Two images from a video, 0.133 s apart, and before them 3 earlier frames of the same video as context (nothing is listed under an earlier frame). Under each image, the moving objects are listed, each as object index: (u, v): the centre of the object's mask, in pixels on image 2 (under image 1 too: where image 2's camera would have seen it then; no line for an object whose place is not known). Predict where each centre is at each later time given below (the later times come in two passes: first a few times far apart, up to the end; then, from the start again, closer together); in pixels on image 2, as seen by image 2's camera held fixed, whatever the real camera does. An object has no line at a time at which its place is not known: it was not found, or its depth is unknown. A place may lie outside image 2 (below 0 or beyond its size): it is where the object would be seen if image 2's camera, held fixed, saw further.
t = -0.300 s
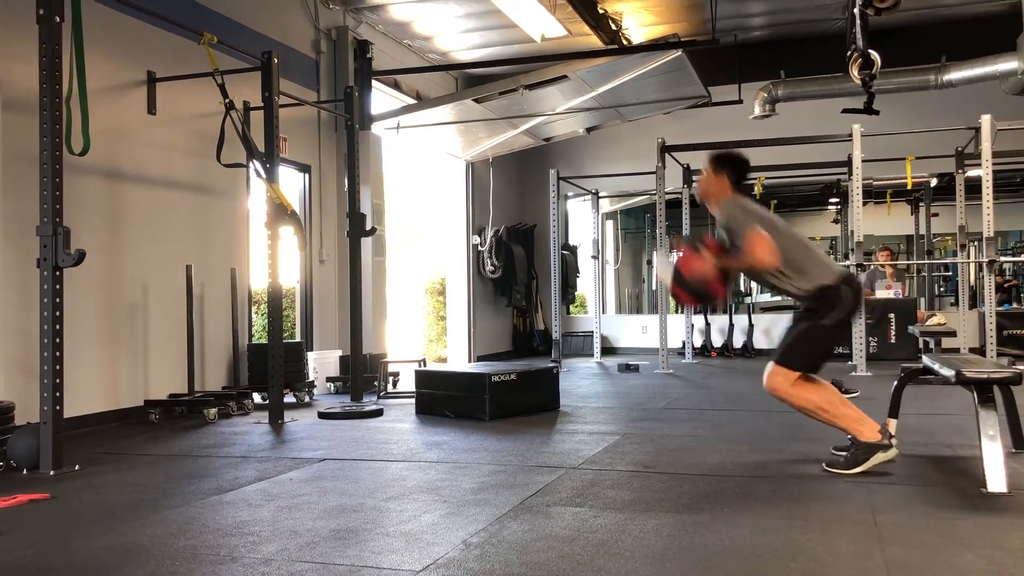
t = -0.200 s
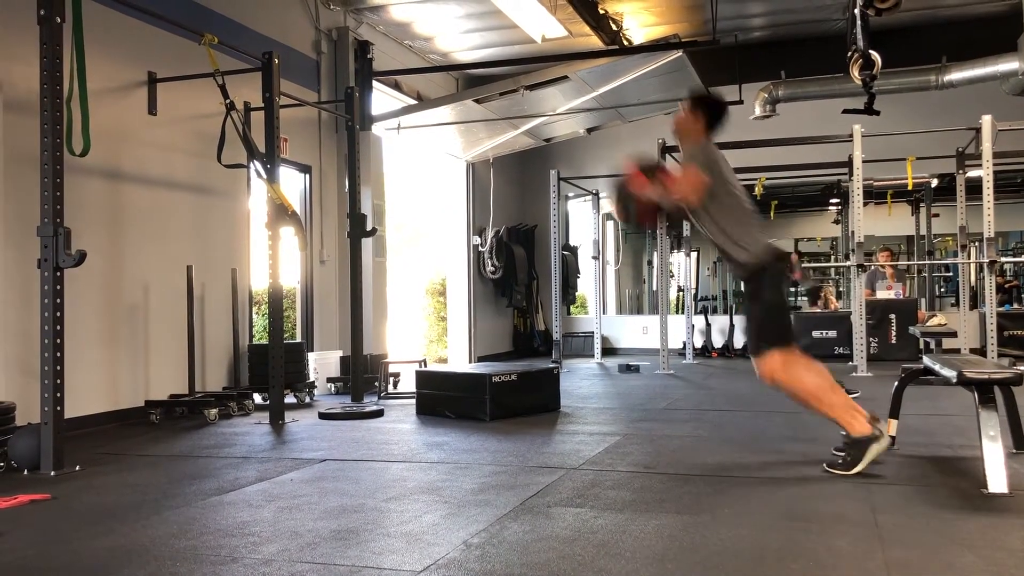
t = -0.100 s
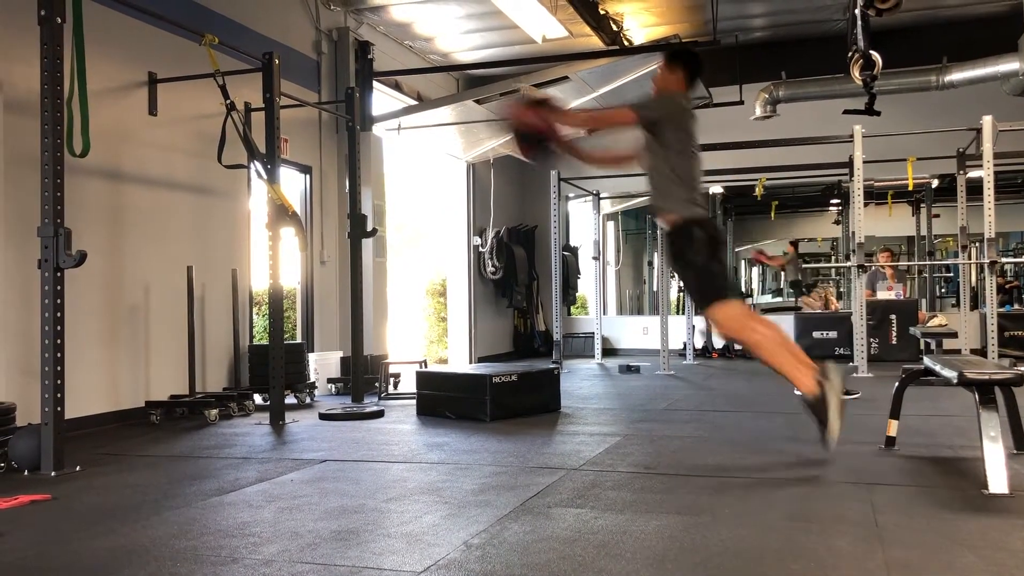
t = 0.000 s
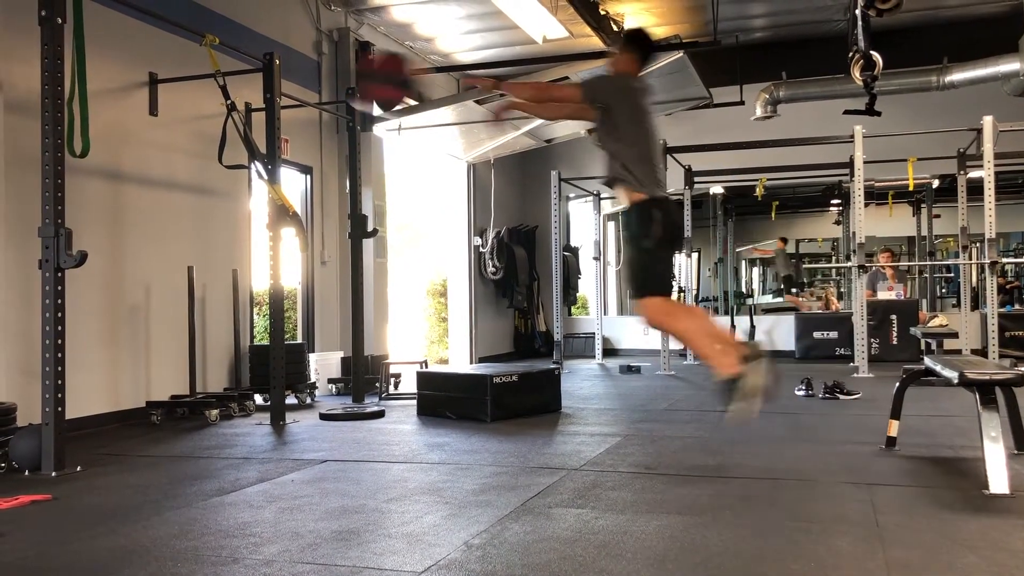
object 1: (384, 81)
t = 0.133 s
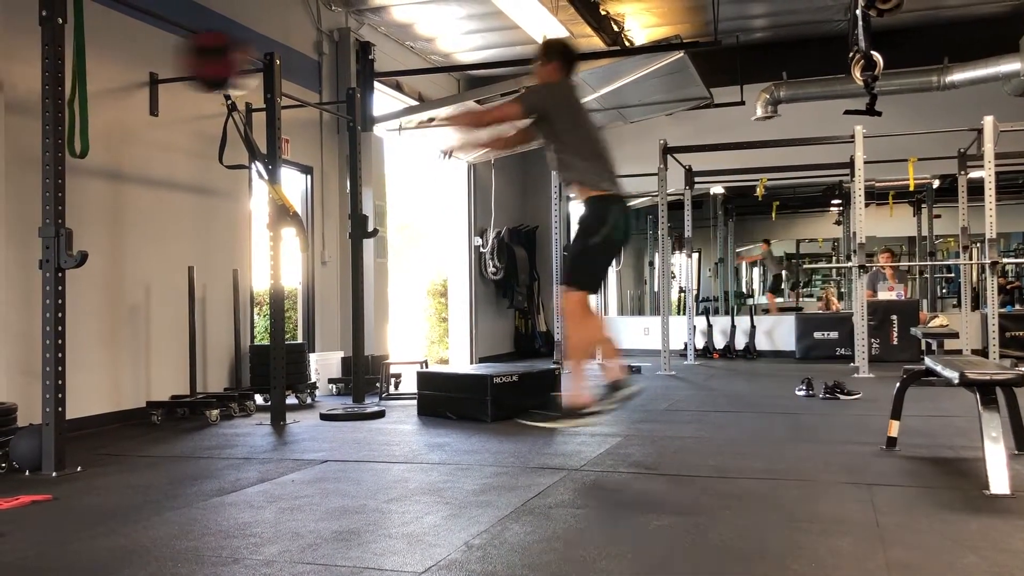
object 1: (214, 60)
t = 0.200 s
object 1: (135, 61)
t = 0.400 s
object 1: (114, 86)
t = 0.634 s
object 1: (219, 187)
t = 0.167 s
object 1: (173, 60)
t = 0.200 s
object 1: (135, 61)
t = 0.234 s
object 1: (106, 64)
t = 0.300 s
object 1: (85, 70)
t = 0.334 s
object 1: (94, 74)
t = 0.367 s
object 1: (106, 80)
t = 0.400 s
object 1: (114, 86)
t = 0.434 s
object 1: (128, 95)
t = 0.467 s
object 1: (144, 106)
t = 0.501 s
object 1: (159, 119)
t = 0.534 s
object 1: (175, 133)
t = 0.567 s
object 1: (190, 149)
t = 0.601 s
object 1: (206, 170)
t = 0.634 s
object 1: (219, 187)
